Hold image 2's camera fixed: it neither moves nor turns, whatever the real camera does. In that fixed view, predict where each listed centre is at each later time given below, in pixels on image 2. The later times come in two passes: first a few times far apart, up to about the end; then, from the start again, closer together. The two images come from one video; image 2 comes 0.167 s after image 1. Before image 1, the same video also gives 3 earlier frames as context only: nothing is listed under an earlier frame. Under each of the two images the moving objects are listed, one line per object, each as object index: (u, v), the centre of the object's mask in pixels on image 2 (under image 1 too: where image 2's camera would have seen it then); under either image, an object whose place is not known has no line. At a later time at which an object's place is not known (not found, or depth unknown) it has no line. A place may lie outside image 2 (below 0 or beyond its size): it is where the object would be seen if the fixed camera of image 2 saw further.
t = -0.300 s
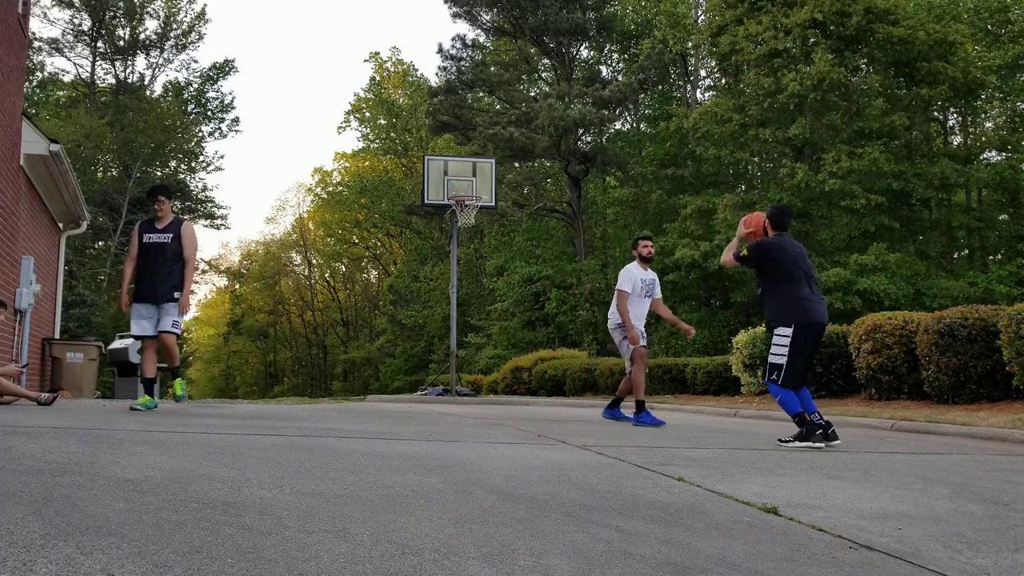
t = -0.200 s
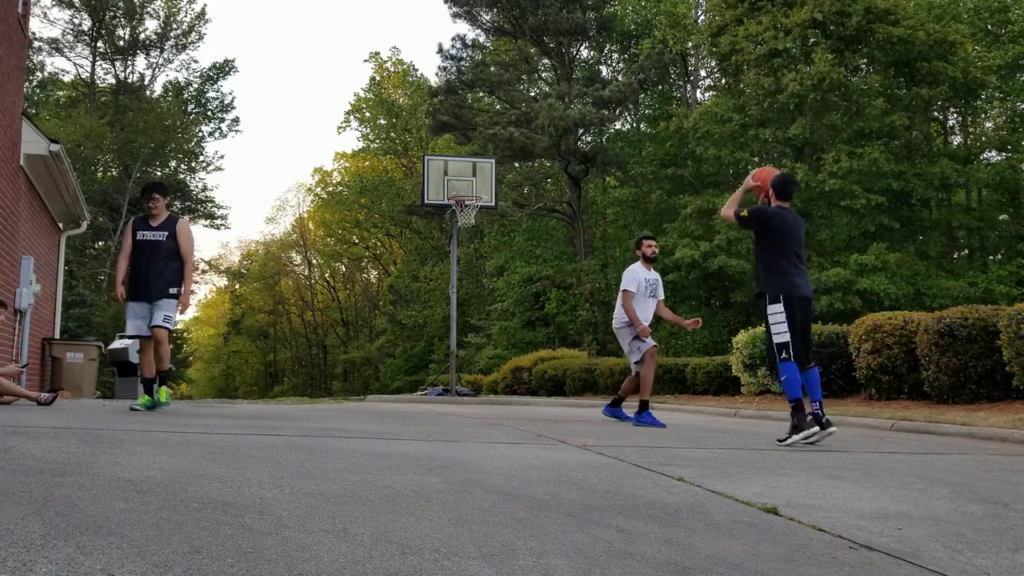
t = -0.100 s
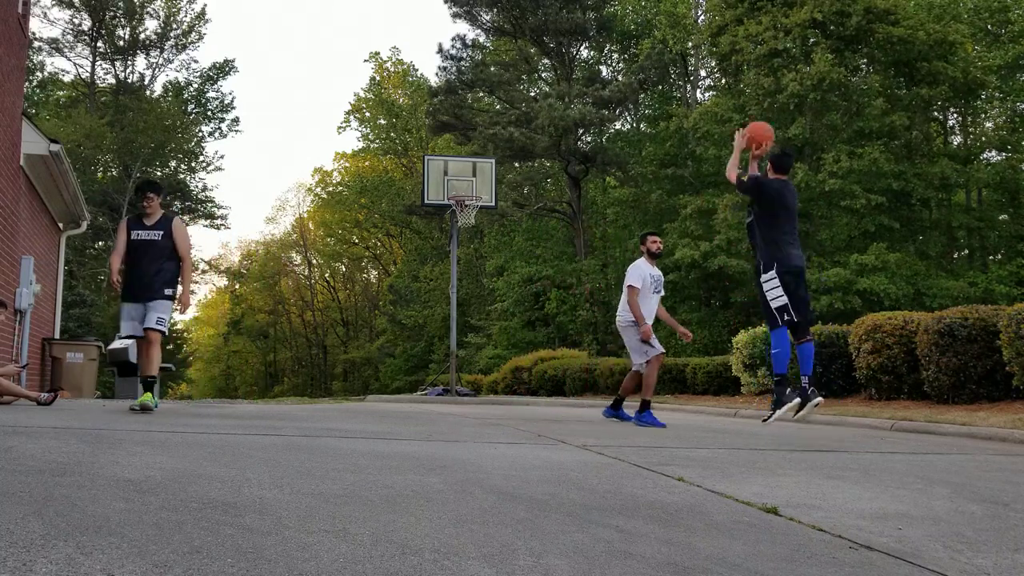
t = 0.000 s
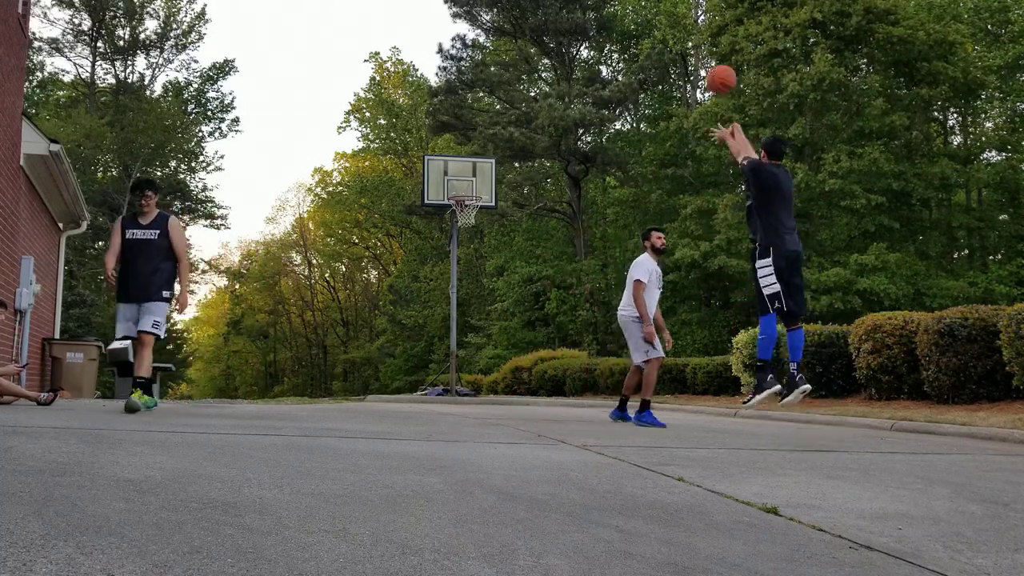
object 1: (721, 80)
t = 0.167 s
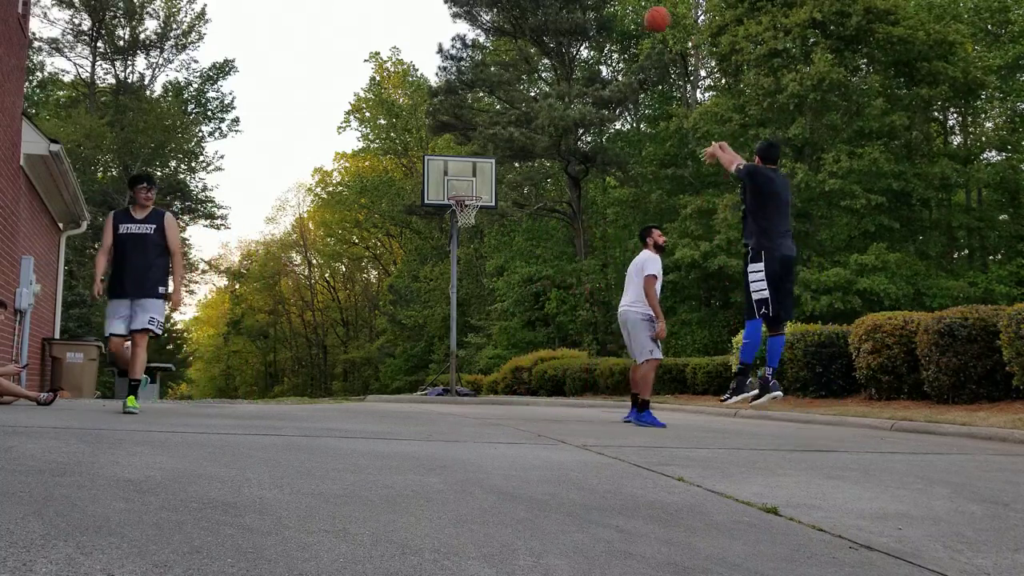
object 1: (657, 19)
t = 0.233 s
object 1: (636, 8)
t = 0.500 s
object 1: (566, 3)
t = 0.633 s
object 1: (539, 15)
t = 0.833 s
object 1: (504, 61)
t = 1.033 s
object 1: (474, 126)
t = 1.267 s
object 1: (453, 179)
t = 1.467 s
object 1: (458, 148)
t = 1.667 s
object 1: (463, 143)
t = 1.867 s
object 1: (467, 164)
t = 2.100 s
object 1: (472, 224)
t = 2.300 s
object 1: (477, 307)
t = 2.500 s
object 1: (480, 383)
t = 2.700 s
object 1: (489, 311)
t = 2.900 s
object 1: (495, 268)
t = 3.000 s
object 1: (498, 258)
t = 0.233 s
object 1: (636, 8)
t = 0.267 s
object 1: (626, 6)
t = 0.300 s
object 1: (615, 4)
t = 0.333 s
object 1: (608, 3)
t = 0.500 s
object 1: (566, 3)
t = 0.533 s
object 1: (559, 5)
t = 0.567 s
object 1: (552, 7)
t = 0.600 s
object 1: (545, 9)
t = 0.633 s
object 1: (539, 15)
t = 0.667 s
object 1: (533, 21)
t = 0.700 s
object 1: (527, 27)
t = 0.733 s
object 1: (521, 35)
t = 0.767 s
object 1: (515, 43)
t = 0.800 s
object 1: (509, 52)
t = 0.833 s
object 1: (504, 61)
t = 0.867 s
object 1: (498, 71)
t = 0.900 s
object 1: (493, 80)
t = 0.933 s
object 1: (488, 92)
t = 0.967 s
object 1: (483, 104)
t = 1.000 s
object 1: (478, 115)
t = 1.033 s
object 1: (474, 126)
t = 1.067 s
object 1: (470, 139)
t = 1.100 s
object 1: (465, 152)
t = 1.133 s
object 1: (461, 166)
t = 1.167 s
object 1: (456, 180)
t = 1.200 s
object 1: (453, 192)
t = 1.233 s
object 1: (453, 186)
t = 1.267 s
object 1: (453, 179)
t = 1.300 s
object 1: (454, 172)
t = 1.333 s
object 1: (455, 166)
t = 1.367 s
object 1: (456, 160)
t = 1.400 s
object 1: (456, 155)
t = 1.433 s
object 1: (457, 151)
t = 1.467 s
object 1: (458, 148)
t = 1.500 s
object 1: (459, 146)
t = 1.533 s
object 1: (460, 143)
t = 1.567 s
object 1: (461, 142)
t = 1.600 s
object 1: (461, 142)
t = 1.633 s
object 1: (461, 142)
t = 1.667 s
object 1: (463, 143)
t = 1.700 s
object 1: (463, 145)
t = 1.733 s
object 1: (464, 147)
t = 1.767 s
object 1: (465, 149)
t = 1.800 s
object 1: (466, 153)
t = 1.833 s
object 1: (467, 158)
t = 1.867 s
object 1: (467, 164)
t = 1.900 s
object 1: (468, 170)
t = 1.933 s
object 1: (469, 177)
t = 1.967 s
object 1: (469, 185)
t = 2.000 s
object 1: (470, 193)
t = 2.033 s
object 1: (470, 201)
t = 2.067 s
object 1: (472, 213)
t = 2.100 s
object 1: (472, 224)
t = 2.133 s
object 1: (473, 235)
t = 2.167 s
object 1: (474, 248)
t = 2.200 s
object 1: (475, 261)
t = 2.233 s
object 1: (476, 275)
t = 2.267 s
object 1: (476, 291)
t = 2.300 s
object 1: (477, 307)
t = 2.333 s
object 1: (477, 324)
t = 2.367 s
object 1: (478, 342)
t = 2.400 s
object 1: (478, 362)
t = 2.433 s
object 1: (479, 382)
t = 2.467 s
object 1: (480, 399)
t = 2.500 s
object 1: (480, 383)
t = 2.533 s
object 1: (482, 369)
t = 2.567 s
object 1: (484, 355)
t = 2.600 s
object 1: (485, 343)
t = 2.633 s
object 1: (487, 332)
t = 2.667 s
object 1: (488, 321)
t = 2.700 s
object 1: (489, 311)
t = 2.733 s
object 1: (490, 301)
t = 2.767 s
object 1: (491, 293)
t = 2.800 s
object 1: (492, 286)
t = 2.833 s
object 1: (493, 279)
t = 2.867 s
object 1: (494, 273)
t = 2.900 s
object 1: (495, 268)
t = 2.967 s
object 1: (497, 261)
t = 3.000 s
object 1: (498, 258)
